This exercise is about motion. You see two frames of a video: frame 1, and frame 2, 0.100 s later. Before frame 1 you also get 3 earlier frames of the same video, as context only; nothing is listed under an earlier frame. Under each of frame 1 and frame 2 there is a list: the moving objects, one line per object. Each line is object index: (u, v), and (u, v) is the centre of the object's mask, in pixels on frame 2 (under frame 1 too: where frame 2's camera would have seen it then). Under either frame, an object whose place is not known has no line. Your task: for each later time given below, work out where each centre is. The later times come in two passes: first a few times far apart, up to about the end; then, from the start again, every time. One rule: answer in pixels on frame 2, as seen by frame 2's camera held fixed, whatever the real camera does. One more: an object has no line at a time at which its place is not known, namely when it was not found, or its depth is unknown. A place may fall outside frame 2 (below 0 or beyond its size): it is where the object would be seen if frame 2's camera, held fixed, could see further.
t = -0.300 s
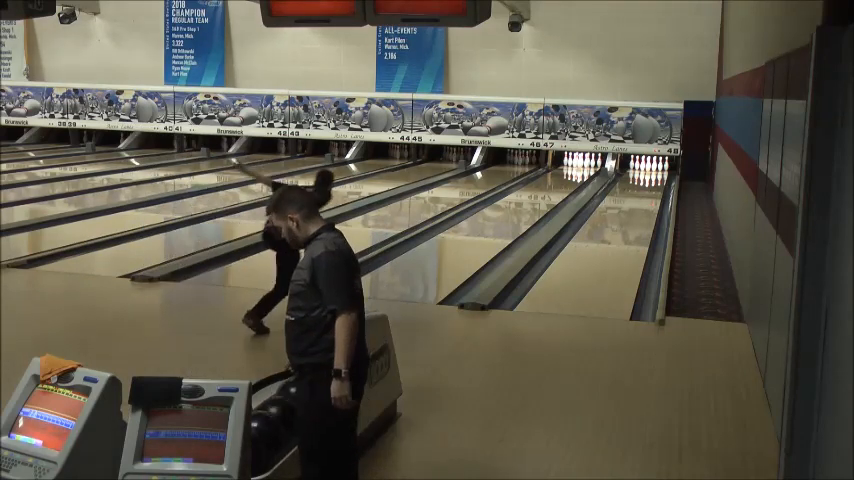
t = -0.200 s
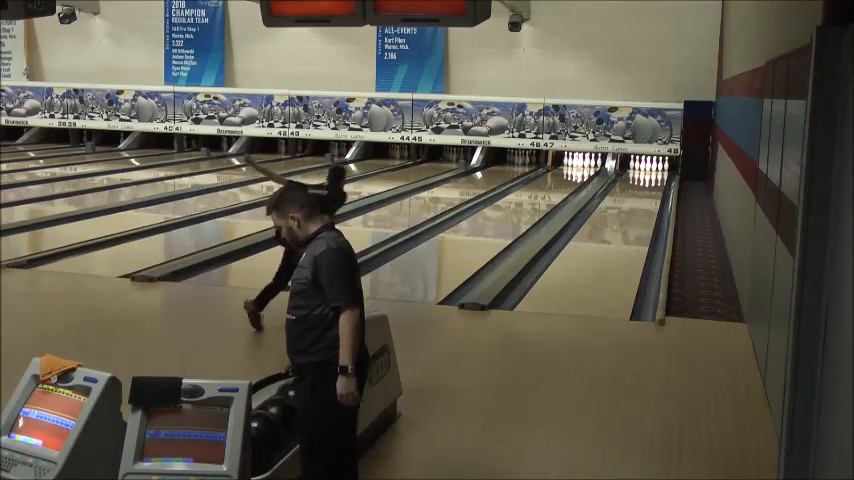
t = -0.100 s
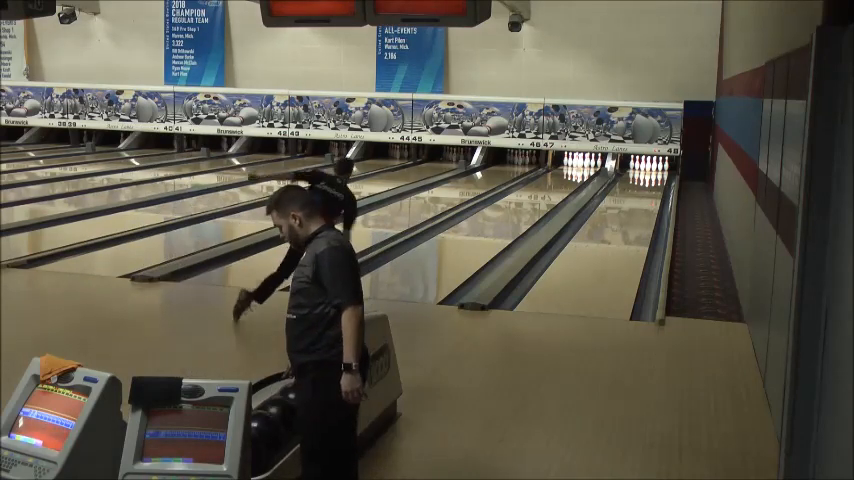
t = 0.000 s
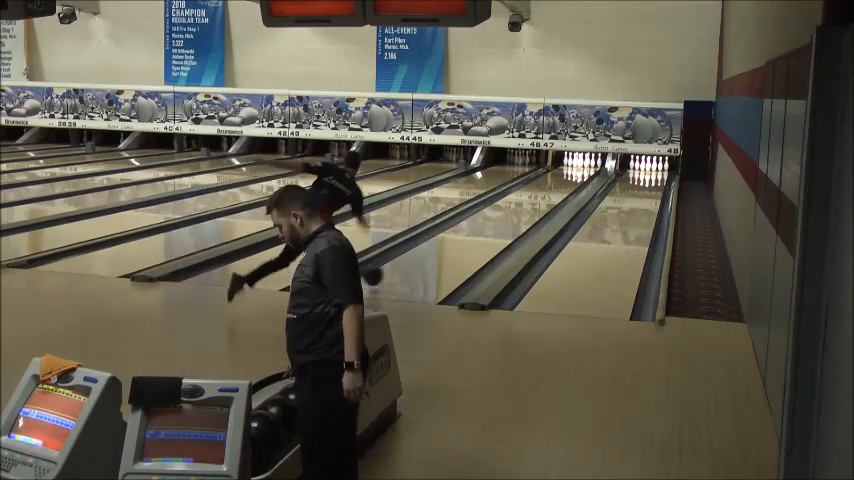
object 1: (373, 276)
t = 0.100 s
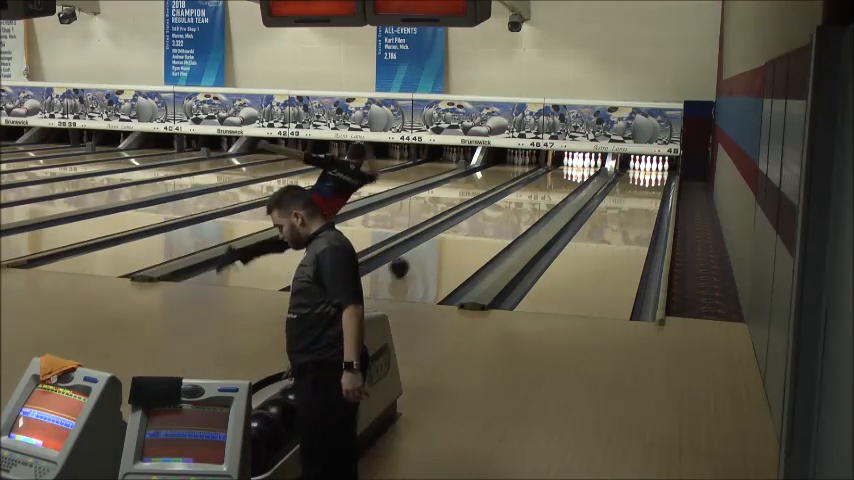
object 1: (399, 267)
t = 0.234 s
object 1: (429, 253)
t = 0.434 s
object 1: (465, 235)
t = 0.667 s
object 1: (498, 219)
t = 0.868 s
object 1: (520, 208)
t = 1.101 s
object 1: (540, 197)
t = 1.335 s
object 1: (556, 189)
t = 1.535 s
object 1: (566, 183)
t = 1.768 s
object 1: (574, 177)
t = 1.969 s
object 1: (578, 172)
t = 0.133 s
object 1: (407, 264)
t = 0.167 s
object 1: (414, 260)
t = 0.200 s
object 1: (422, 256)
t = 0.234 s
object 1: (429, 253)
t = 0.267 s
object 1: (436, 249)
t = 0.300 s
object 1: (442, 246)
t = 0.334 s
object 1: (448, 243)
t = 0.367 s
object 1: (454, 240)
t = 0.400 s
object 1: (460, 238)
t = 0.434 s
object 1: (465, 235)
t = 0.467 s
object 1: (470, 232)
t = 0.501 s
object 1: (475, 230)
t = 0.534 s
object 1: (480, 228)
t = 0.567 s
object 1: (485, 225)
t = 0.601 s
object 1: (489, 223)
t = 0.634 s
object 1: (494, 221)
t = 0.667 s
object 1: (498, 219)
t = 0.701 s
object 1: (502, 217)
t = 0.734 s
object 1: (506, 215)
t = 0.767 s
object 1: (509, 213)
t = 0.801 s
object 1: (513, 211)
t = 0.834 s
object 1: (517, 209)
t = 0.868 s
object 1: (520, 208)
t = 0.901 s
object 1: (523, 206)
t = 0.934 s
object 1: (526, 204)
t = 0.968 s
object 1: (529, 203)
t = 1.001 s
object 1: (532, 201)
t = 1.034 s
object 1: (535, 200)
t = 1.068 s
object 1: (538, 199)
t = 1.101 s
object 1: (540, 197)
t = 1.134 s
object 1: (543, 196)
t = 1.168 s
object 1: (545, 195)
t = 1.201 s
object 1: (547, 193)
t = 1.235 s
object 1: (549, 192)
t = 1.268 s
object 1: (552, 191)
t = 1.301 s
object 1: (554, 190)
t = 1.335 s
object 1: (556, 189)
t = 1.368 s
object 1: (557, 188)
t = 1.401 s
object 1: (559, 187)
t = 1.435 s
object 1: (561, 186)
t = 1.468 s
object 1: (563, 184)
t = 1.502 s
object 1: (564, 184)
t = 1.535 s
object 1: (566, 183)
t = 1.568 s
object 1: (567, 181)
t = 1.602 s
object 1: (568, 180)
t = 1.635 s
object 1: (570, 180)
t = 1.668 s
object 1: (571, 179)
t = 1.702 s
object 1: (572, 178)
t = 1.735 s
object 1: (573, 177)
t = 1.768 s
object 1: (574, 177)
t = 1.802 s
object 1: (575, 176)
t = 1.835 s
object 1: (575, 175)
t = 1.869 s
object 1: (576, 174)
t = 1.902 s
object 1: (577, 173)
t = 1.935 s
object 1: (578, 173)
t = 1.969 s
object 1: (578, 172)
